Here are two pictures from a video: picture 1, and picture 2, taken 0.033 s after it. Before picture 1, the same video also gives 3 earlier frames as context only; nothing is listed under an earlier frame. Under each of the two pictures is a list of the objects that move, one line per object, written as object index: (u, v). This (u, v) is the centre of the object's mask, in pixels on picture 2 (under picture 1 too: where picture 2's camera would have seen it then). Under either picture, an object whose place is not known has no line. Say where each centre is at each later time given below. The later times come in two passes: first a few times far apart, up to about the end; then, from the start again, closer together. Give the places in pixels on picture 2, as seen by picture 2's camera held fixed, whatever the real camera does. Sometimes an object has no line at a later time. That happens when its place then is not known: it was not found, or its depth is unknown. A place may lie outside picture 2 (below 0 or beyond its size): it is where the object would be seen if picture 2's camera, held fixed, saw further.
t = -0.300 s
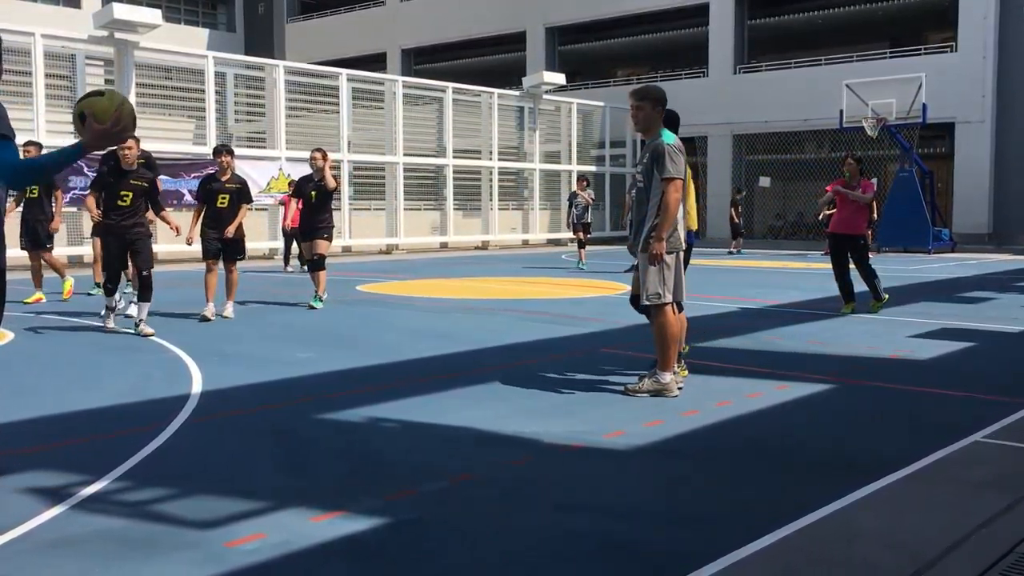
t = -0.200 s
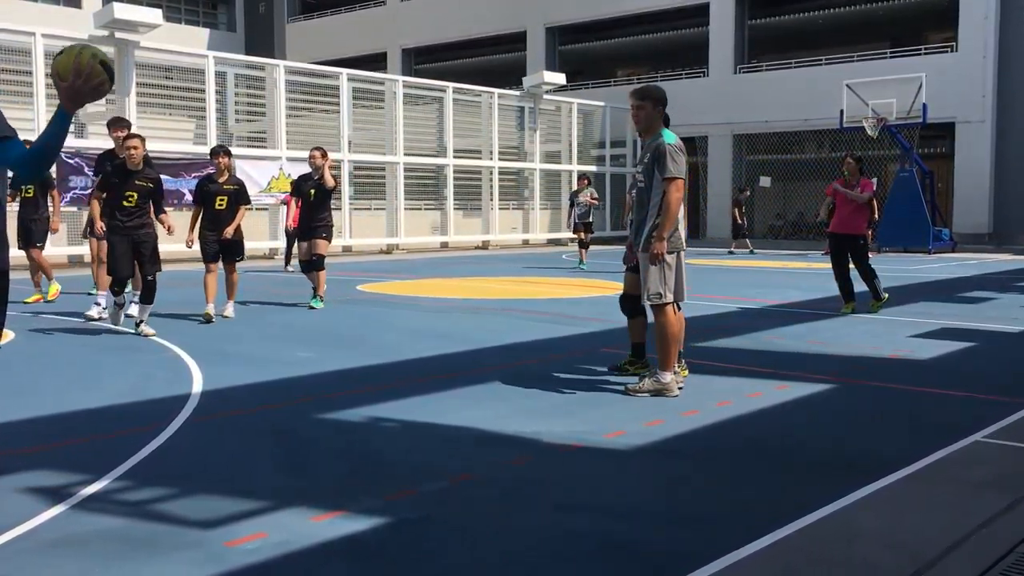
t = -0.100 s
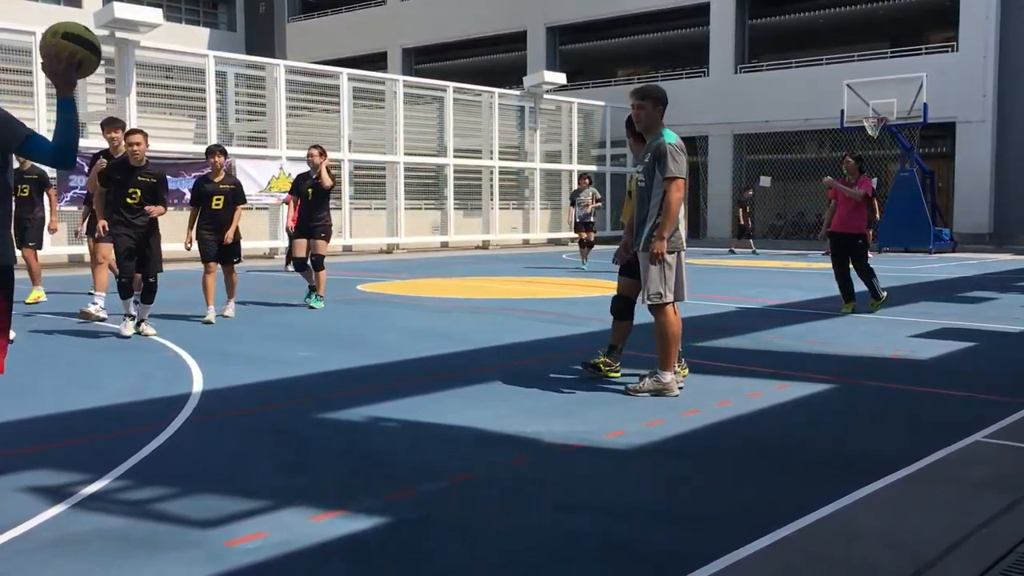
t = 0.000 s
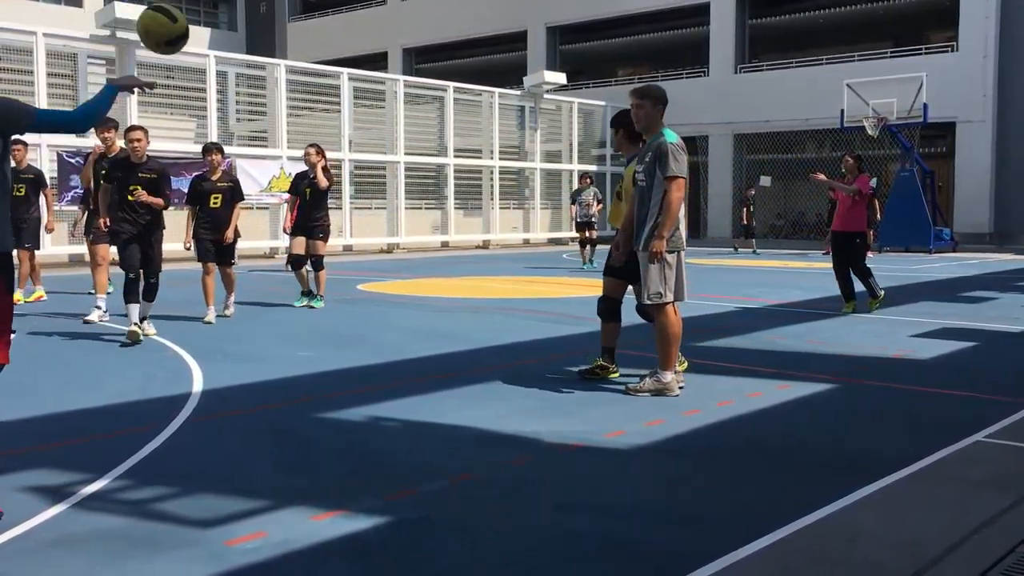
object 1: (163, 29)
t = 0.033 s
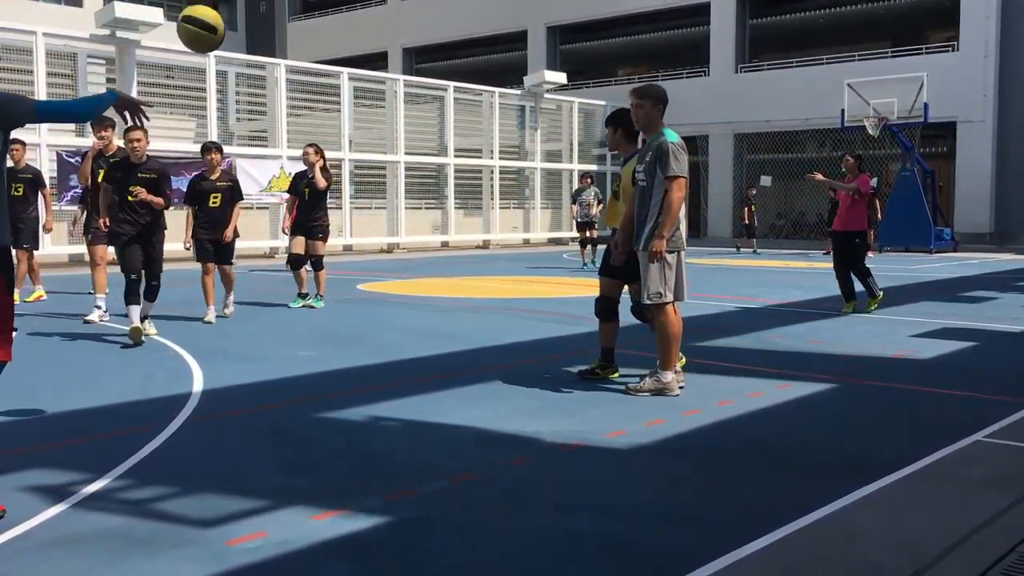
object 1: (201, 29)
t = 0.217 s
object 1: (349, 60)
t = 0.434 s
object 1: (452, 135)
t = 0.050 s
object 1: (218, 30)
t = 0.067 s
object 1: (234, 31)
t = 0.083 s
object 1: (250, 32)
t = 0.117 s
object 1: (279, 38)
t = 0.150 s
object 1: (305, 45)
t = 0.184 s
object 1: (328, 52)
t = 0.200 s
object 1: (339, 56)
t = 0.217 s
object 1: (349, 60)
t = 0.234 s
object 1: (359, 65)
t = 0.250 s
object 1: (369, 70)
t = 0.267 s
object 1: (378, 75)
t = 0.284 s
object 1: (387, 80)
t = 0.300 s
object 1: (395, 86)
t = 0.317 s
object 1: (403, 91)
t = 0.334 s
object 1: (411, 97)
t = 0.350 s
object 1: (418, 103)
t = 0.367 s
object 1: (426, 109)
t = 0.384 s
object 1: (432, 115)
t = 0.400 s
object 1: (439, 121)
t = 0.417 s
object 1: (445, 128)
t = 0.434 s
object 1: (452, 135)
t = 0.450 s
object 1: (458, 141)
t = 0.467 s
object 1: (463, 148)
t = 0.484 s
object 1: (469, 154)
